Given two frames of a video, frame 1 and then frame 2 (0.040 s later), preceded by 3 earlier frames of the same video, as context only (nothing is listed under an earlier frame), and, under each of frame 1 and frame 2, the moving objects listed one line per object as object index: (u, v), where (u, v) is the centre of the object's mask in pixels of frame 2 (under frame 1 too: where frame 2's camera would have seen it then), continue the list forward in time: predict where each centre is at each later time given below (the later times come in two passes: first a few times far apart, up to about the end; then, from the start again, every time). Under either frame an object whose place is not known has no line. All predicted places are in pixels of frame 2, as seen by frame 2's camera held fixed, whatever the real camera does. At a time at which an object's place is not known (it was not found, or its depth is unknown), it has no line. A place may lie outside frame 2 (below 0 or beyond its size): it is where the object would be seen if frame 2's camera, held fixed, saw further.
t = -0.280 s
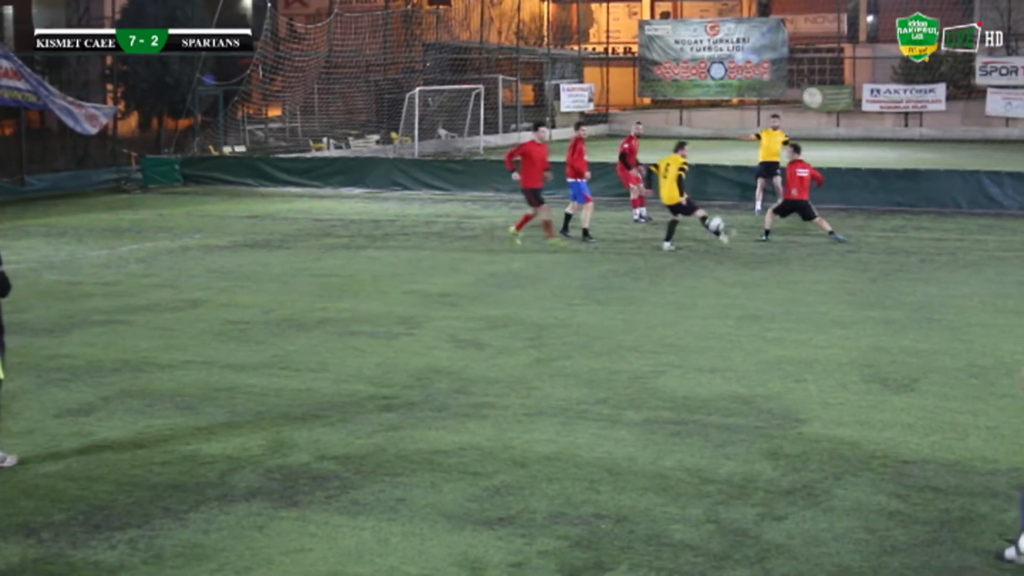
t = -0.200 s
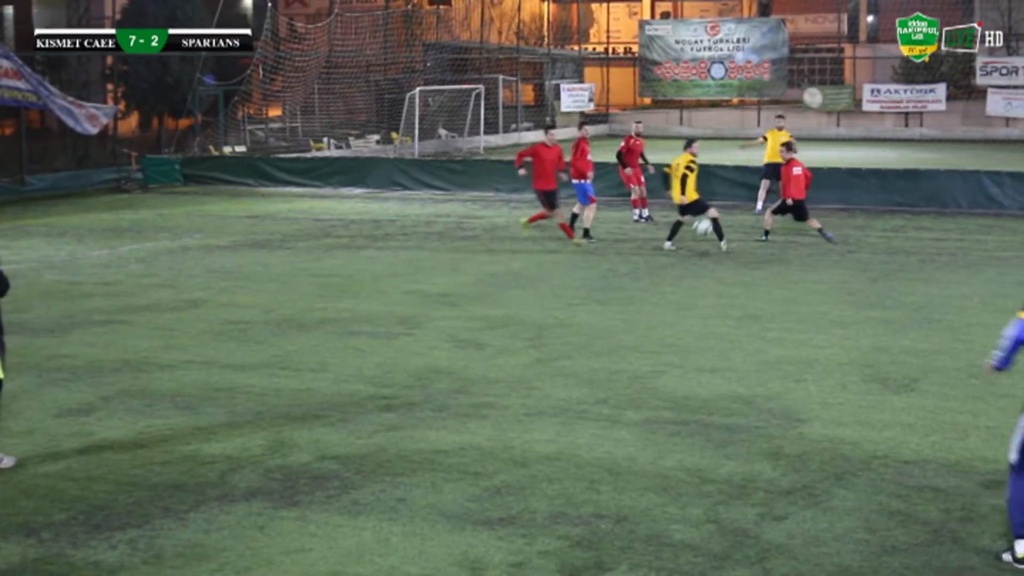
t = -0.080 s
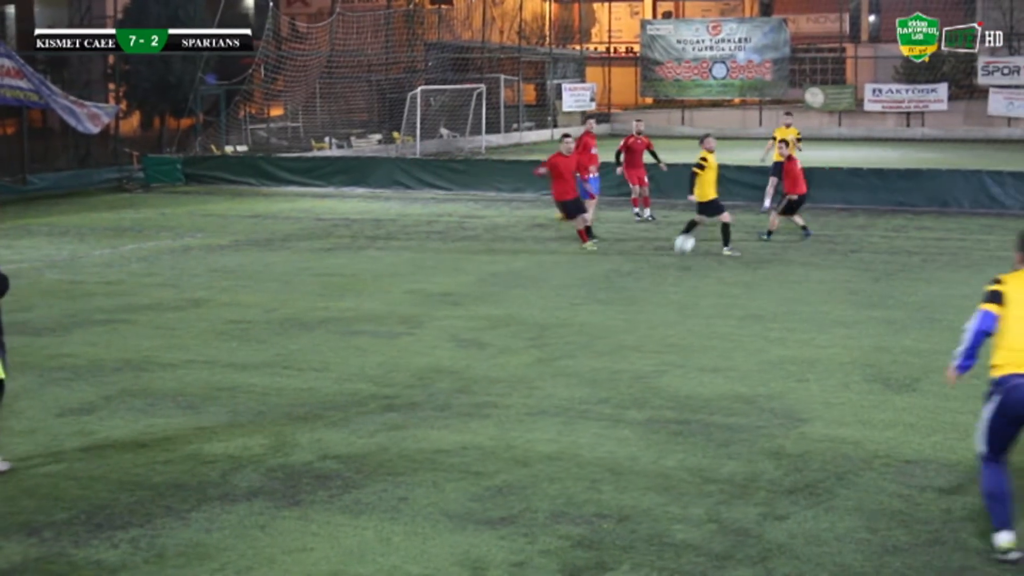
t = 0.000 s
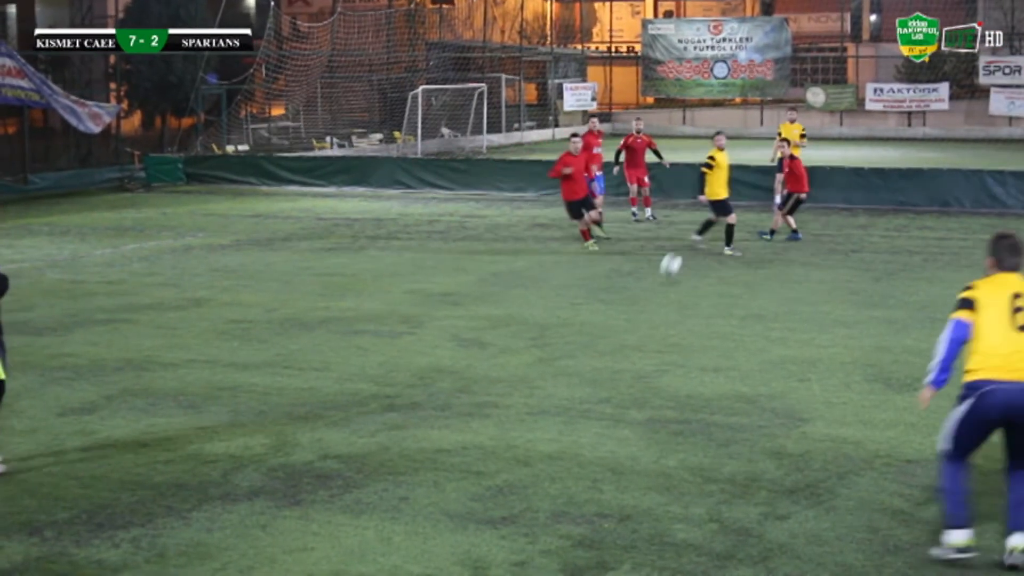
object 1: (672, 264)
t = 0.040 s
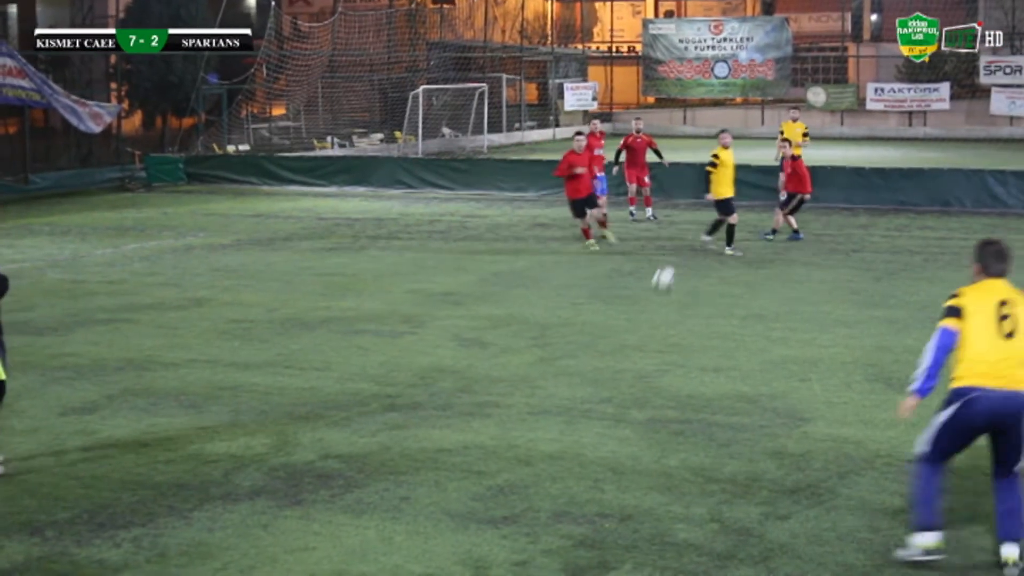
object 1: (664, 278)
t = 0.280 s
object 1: (607, 306)
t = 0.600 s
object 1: (509, 350)
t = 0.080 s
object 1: (656, 291)
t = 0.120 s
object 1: (646, 294)
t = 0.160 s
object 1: (637, 293)
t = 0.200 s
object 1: (627, 296)
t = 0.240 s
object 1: (617, 300)
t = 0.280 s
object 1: (607, 306)
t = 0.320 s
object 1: (597, 315)
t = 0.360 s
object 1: (586, 324)
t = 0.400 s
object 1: (574, 335)
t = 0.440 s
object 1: (563, 333)
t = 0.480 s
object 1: (550, 334)
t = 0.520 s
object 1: (537, 337)
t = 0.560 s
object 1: (524, 342)
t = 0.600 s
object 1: (509, 350)
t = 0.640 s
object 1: (494, 361)
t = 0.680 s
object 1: (478, 375)
